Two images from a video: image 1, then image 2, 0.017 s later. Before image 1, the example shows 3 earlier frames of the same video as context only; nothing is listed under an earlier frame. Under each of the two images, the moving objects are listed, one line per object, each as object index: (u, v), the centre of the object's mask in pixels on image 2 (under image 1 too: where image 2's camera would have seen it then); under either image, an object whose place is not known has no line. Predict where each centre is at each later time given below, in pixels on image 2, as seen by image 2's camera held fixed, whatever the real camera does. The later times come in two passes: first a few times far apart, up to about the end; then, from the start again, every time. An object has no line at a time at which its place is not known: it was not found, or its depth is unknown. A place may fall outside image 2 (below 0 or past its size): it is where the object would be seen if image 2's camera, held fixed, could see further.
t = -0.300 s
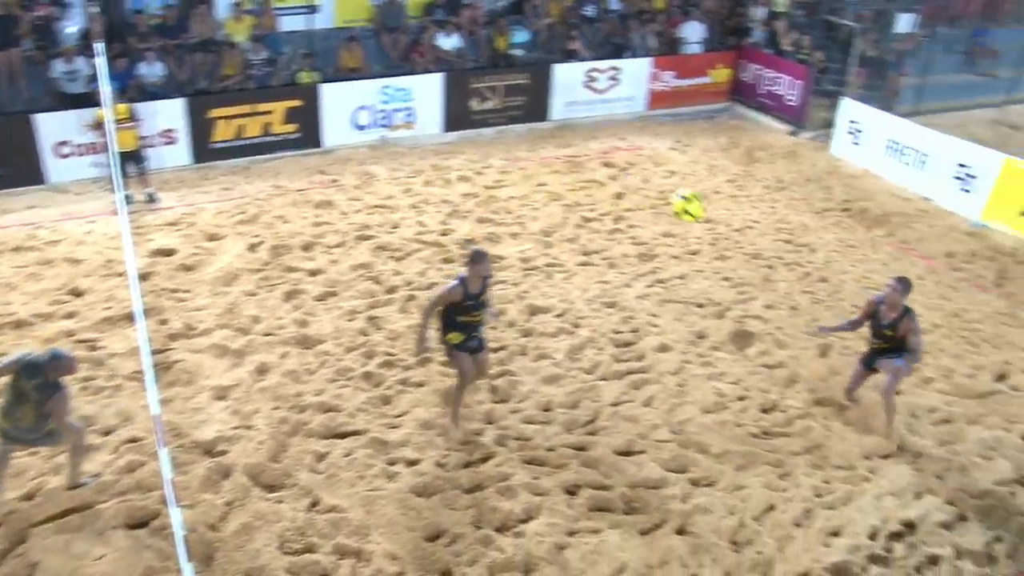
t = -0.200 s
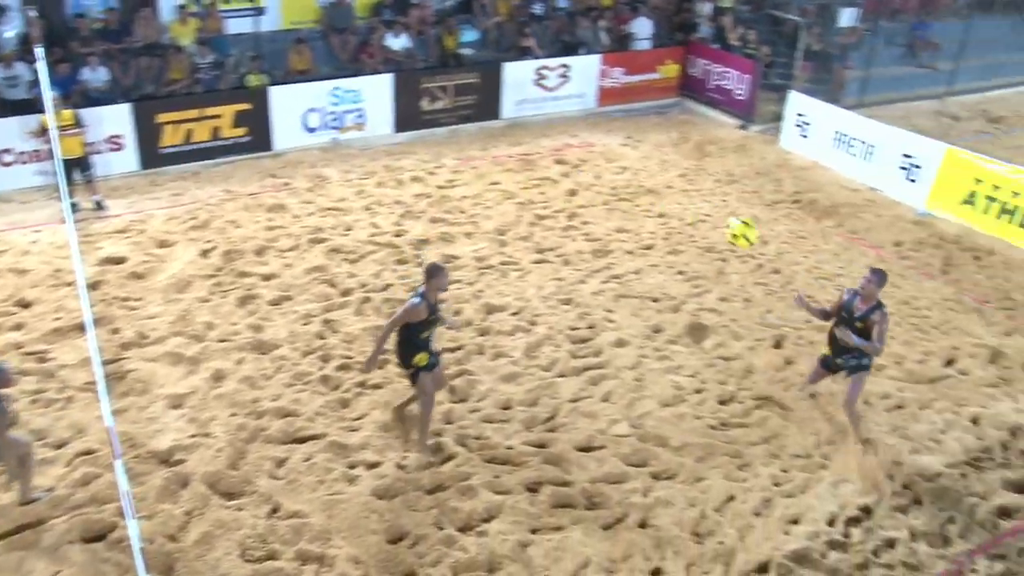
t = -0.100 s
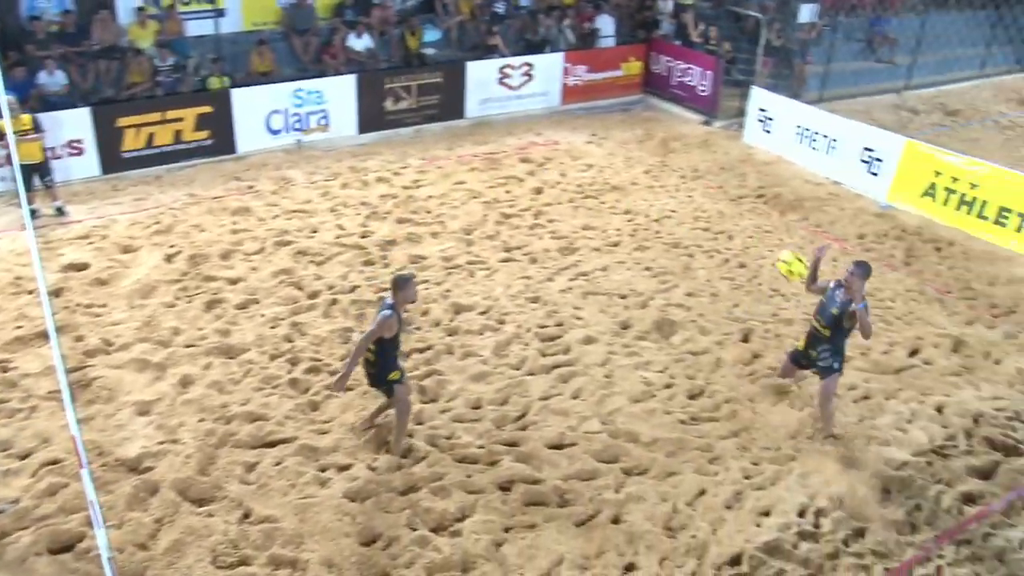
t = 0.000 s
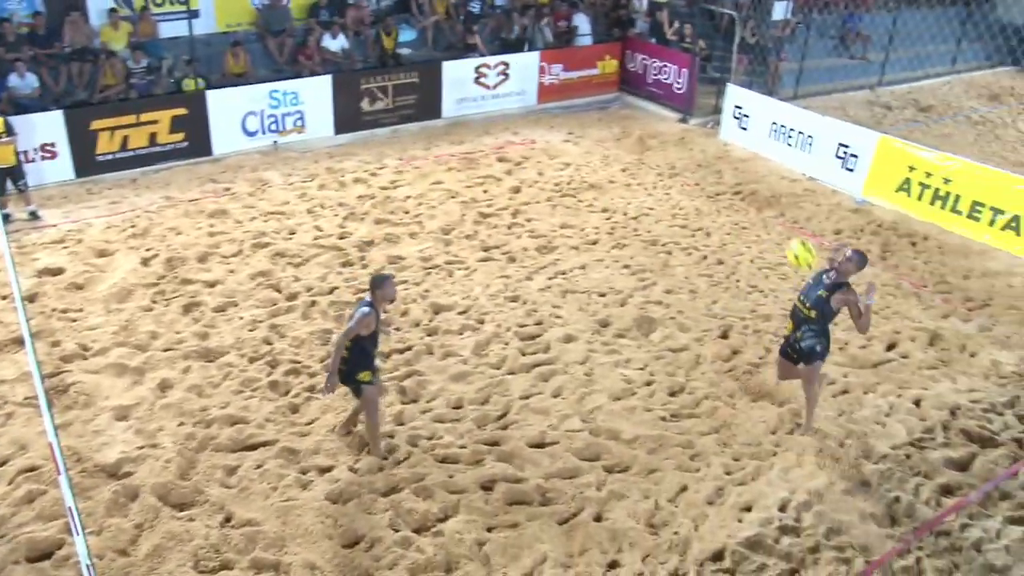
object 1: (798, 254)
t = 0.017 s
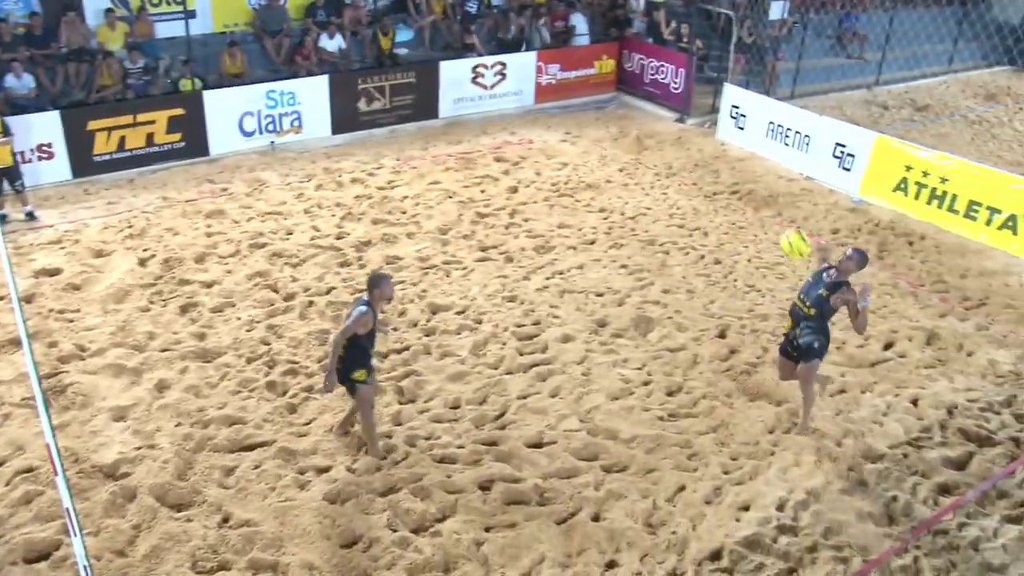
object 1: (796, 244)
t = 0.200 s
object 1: (749, 144)
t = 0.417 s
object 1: (675, 62)
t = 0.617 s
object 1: (588, 42)
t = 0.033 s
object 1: (793, 234)
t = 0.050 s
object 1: (789, 225)
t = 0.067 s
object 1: (785, 215)
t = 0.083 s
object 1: (781, 205)
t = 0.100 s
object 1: (776, 195)
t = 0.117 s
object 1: (772, 186)
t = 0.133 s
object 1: (767, 176)
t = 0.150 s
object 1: (762, 168)
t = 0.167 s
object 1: (758, 161)
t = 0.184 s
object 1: (754, 153)
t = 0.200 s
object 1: (749, 144)
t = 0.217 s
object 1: (743, 136)
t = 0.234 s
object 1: (738, 127)
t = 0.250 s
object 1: (733, 120)
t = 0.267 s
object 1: (727, 113)
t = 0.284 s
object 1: (722, 106)
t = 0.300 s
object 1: (716, 99)
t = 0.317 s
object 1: (710, 93)
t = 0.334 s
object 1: (705, 87)
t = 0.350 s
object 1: (700, 82)
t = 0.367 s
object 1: (694, 77)
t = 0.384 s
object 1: (687, 71)
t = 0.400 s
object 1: (682, 66)
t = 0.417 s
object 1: (675, 62)
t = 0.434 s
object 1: (668, 58)
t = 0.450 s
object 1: (661, 55)
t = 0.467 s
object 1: (654, 51)
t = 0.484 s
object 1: (647, 48)
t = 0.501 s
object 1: (640, 46)
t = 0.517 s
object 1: (633, 44)
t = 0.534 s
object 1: (626, 43)
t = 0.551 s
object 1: (619, 42)
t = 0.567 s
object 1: (611, 41)
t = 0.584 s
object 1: (604, 41)
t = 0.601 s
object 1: (596, 41)
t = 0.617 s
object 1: (588, 42)
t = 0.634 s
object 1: (580, 43)
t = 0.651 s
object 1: (572, 44)
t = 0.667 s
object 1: (564, 46)
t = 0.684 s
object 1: (556, 49)
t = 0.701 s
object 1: (548, 51)
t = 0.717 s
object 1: (540, 55)
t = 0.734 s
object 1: (532, 58)
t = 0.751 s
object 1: (523, 63)
